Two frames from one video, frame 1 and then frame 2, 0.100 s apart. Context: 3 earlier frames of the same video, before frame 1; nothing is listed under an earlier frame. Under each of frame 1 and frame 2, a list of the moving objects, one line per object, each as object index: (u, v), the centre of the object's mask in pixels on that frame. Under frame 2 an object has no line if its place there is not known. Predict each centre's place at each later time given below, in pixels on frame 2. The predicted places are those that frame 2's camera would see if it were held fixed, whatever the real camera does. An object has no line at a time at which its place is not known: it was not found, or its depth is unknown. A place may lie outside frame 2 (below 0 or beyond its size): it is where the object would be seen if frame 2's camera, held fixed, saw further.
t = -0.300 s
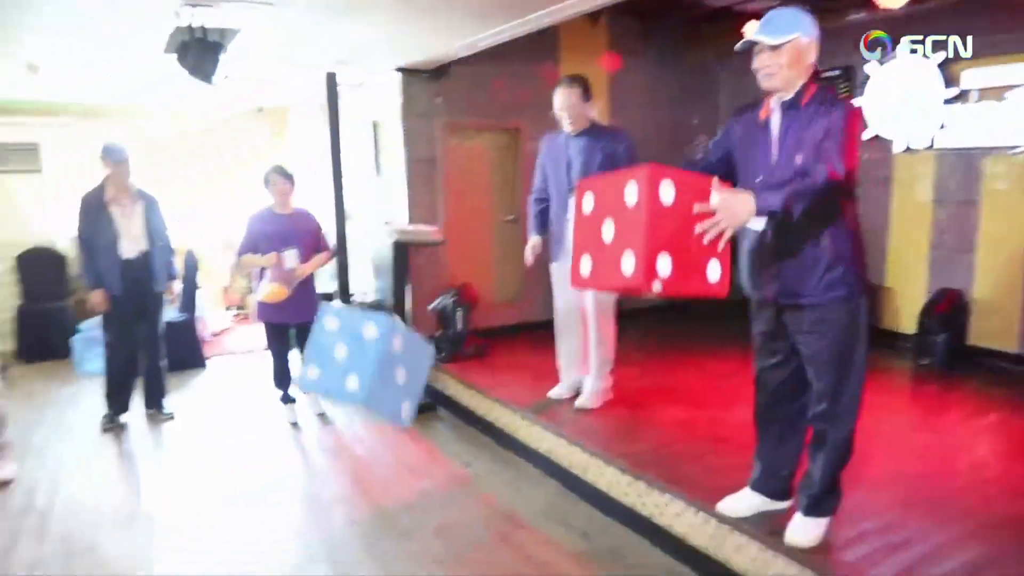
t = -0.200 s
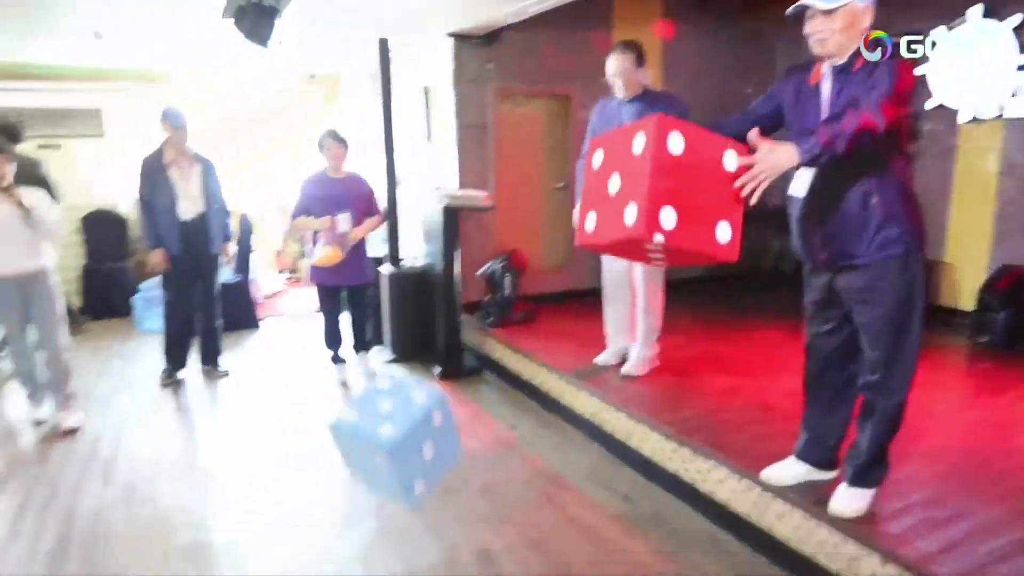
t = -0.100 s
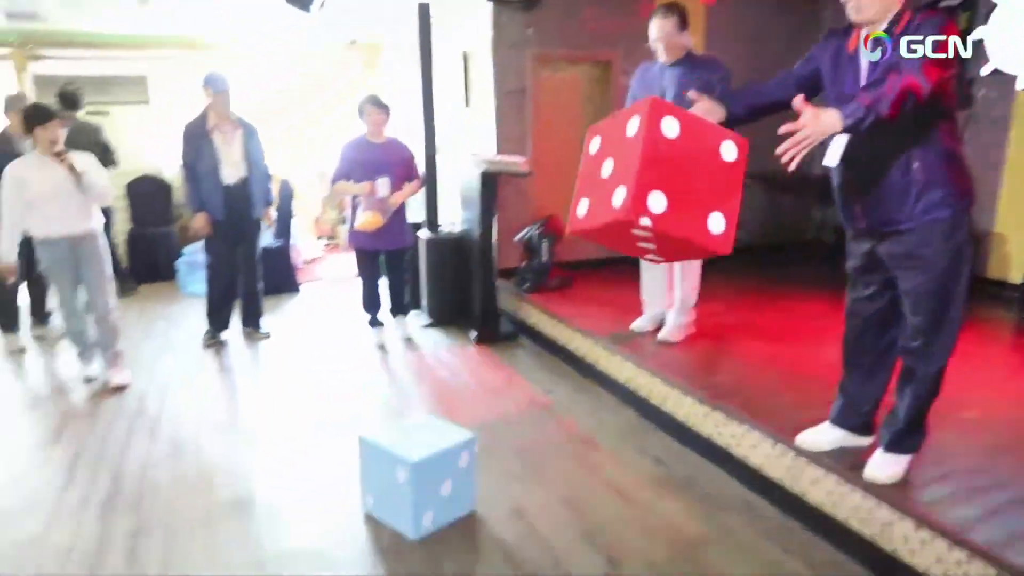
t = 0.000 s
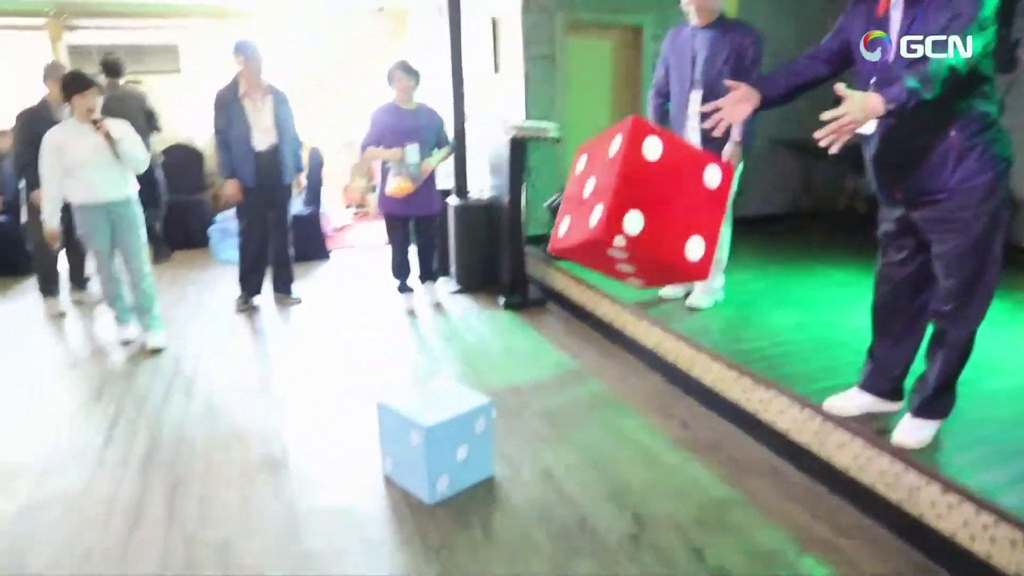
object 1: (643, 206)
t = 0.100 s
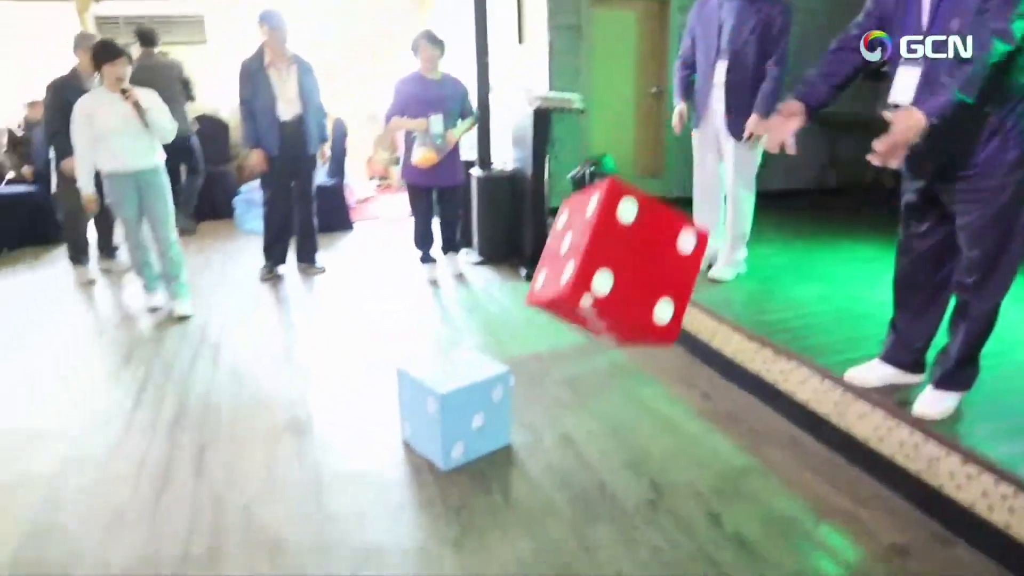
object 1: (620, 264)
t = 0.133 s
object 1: (604, 301)
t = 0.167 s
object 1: (590, 338)
